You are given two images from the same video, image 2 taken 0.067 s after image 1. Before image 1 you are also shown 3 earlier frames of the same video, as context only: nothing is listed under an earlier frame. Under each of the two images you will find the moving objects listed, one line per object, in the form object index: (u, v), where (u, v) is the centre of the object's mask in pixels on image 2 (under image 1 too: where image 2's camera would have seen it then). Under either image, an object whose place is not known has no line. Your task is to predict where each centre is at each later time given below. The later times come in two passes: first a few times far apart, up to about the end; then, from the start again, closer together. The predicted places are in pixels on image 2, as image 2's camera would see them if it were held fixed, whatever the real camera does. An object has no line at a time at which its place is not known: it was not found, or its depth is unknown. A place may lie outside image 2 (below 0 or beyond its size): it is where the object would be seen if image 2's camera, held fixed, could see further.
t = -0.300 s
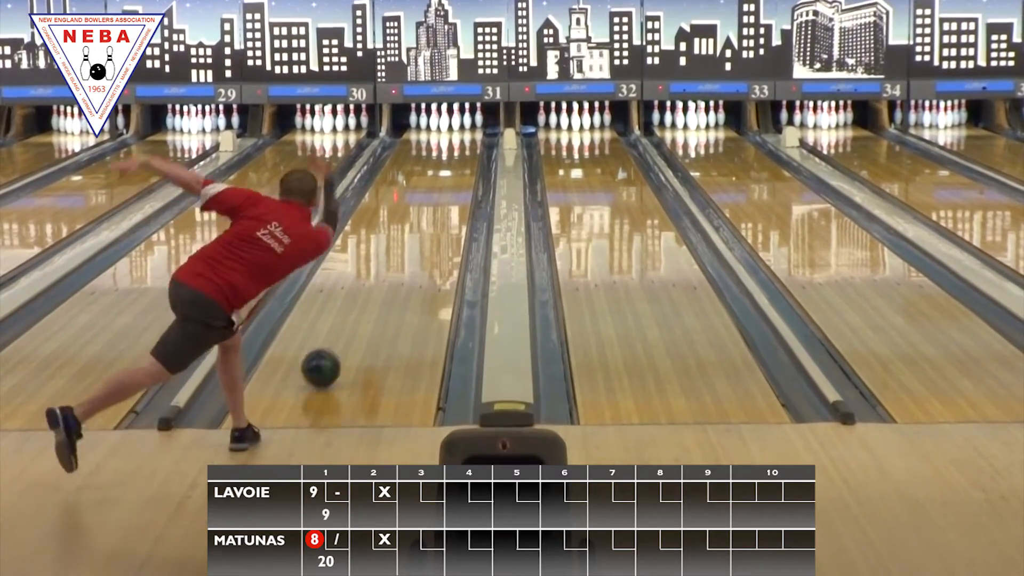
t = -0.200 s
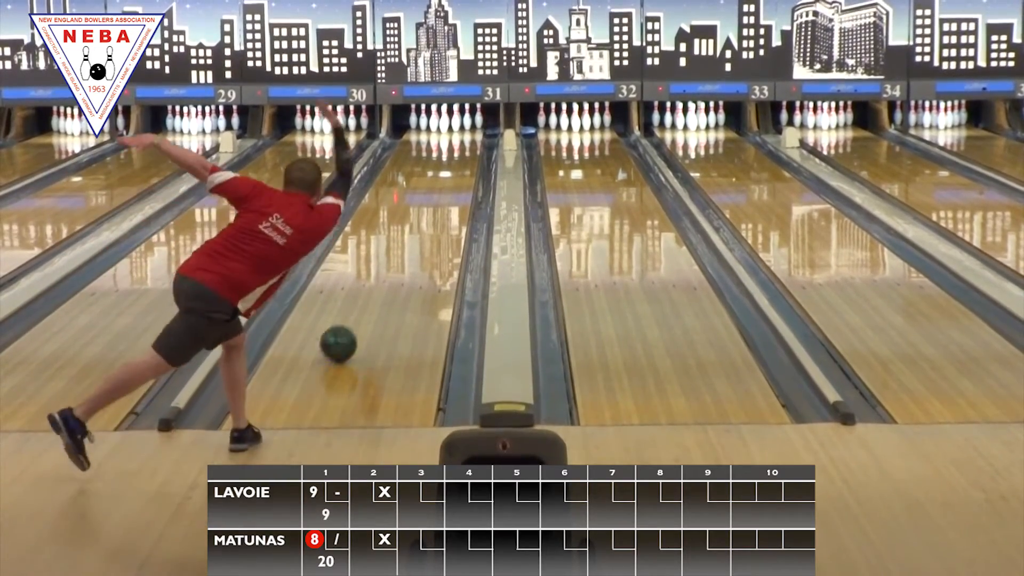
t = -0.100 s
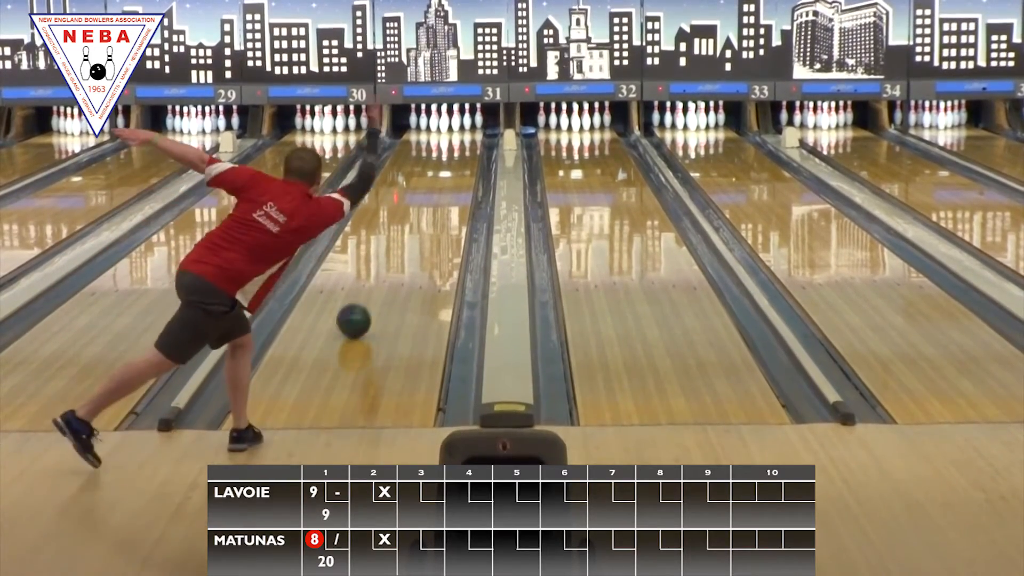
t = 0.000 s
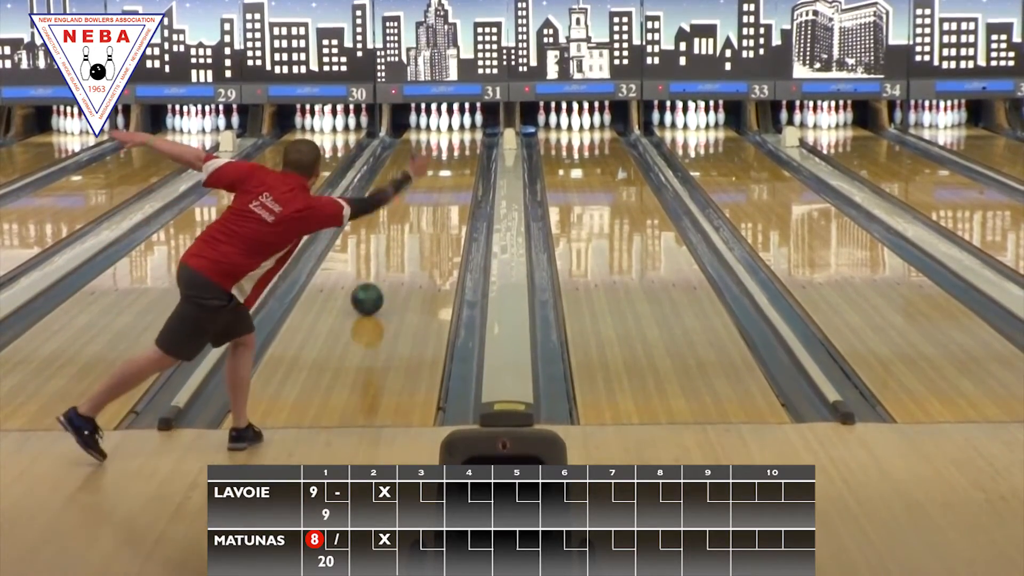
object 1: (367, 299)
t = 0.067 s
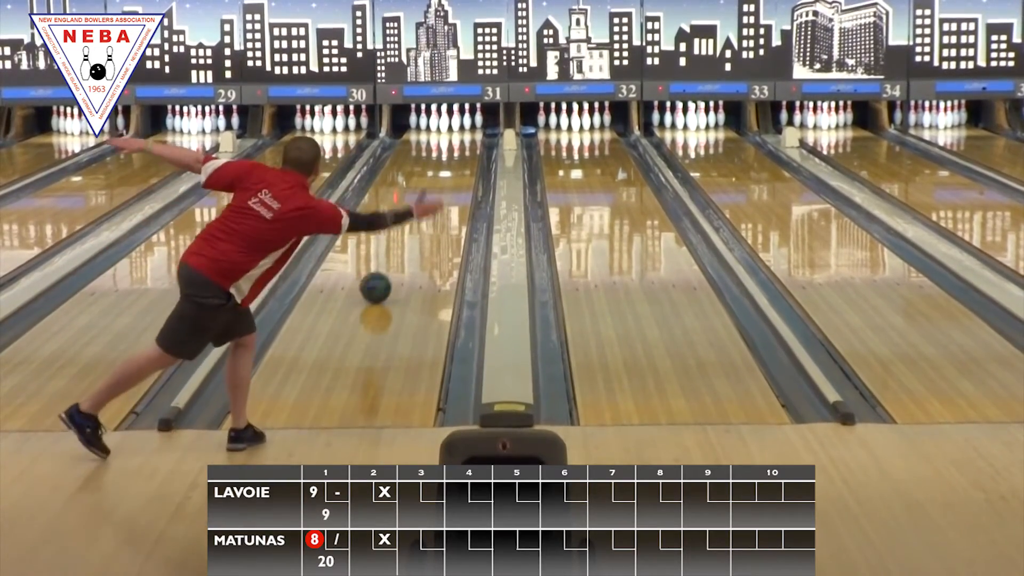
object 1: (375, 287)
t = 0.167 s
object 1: (386, 274)
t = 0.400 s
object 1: (408, 238)
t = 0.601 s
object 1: (423, 215)
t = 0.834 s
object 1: (436, 193)
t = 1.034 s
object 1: (445, 177)
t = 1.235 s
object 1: (452, 164)
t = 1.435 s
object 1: (457, 152)
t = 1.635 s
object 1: (458, 142)
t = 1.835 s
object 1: (457, 133)
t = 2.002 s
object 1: (453, 128)
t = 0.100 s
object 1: (379, 281)
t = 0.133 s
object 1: (383, 276)
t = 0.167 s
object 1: (386, 274)
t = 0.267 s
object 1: (396, 256)
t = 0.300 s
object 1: (399, 252)
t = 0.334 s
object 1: (402, 247)
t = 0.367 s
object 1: (405, 243)
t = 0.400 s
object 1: (408, 238)
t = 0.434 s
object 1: (411, 234)
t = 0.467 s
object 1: (413, 230)
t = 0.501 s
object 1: (416, 226)
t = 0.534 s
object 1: (418, 222)
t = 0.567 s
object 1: (420, 219)
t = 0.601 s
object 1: (423, 215)
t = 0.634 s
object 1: (425, 212)
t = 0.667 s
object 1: (427, 208)
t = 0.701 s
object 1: (429, 206)
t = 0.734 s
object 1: (431, 202)
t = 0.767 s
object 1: (432, 199)
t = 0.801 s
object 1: (434, 196)
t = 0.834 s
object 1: (436, 193)
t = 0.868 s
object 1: (438, 191)
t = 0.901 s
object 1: (439, 188)
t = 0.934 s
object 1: (441, 185)
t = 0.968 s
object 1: (442, 182)
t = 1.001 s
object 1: (444, 180)
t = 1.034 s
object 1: (445, 177)
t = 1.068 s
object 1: (446, 175)
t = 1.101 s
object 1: (447, 173)
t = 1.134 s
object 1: (449, 170)
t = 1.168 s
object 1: (450, 169)
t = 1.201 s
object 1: (451, 166)
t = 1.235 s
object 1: (452, 164)
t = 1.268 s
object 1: (452, 162)
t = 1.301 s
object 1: (453, 160)
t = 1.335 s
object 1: (454, 158)
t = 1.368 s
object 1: (455, 156)
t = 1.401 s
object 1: (456, 154)
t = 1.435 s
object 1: (457, 152)
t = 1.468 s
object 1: (457, 150)
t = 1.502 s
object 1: (457, 149)
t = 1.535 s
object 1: (458, 147)
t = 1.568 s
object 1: (458, 145)
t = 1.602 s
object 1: (458, 144)
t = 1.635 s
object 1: (458, 142)
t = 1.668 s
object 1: (458, 141)
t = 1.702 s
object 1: (458, 139)
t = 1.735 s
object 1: (458, 138)
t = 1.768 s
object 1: (457, 137)
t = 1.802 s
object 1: (457, 135)
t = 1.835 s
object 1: (457, 133)
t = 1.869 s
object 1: (456, 132)
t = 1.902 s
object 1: (456, 131)
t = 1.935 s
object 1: (455, 130)
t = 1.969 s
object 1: (454, 129)
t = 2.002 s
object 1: (453, 128)
